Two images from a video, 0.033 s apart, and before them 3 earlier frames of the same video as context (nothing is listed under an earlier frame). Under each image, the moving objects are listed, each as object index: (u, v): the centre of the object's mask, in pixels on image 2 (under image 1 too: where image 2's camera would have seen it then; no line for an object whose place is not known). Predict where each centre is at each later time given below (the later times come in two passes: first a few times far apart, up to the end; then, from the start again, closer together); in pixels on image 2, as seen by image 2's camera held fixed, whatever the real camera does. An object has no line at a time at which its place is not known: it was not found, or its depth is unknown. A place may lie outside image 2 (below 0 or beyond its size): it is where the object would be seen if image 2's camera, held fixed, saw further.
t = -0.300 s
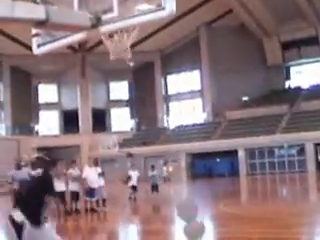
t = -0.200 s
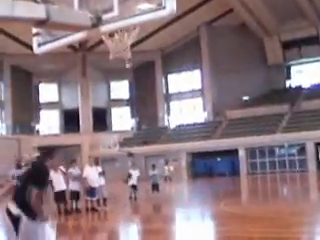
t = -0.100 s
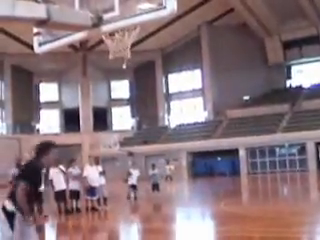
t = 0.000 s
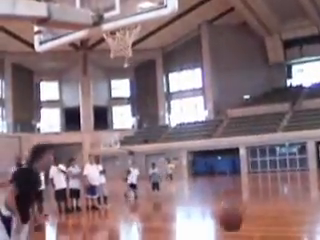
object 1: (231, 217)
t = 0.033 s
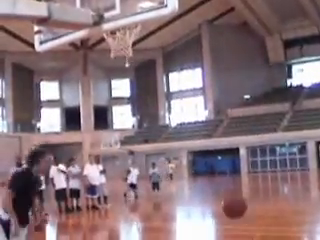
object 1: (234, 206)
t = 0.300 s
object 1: (269, 134)
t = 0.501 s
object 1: (296, 127)
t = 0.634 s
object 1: (313, 148)
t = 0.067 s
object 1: (238, 194)
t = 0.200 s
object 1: (255, 154)
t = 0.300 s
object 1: (269, 134)
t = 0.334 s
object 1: (274, 131)
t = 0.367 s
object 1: (278, 130)
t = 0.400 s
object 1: (282, 127)
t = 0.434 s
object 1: (287, 126)
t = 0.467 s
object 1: (291, 126)
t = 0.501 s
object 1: (296, 127)
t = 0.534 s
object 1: (301, 129)
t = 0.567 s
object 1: (307, 133)
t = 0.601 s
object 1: (309, 137)
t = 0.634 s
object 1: (313, 148)
